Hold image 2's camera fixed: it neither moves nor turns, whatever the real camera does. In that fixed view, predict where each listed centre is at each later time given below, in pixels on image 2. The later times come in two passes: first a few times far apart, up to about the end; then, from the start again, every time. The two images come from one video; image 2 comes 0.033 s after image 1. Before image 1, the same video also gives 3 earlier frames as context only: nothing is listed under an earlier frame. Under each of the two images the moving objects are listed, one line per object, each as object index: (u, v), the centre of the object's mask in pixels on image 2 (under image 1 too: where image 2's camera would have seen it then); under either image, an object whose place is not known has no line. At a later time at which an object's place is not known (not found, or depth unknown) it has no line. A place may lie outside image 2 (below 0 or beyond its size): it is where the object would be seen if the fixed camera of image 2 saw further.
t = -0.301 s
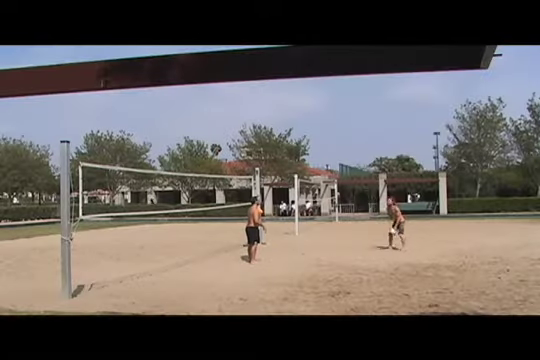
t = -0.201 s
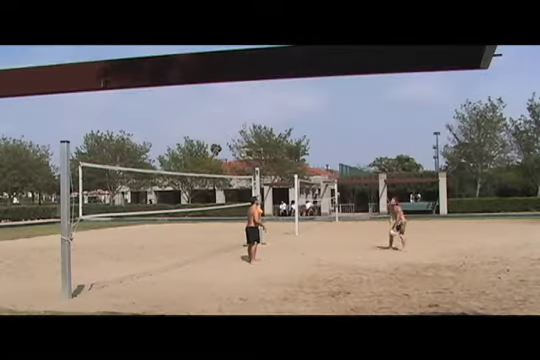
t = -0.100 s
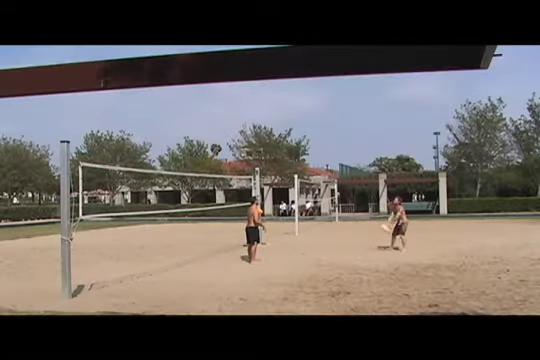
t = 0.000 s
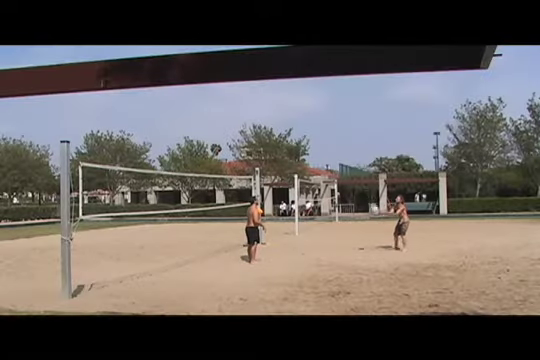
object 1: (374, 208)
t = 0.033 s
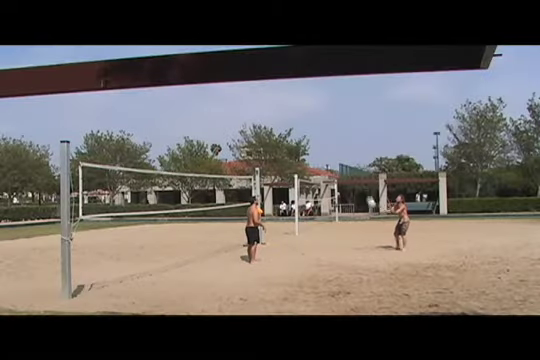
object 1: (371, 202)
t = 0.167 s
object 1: (357, 178)
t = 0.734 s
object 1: (300, 144)
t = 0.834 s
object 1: (289, 149)
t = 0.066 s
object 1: (367, 196)
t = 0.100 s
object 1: (364, 190)
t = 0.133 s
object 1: (361, 184)
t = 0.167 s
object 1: (357, 178)
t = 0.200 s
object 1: (354, 173)
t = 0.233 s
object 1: (350, 168)
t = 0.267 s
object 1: (347, 164)
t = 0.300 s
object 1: (343, 161)
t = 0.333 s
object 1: (340, 157)
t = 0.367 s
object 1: (336, 154)
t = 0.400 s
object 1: (333, 151)
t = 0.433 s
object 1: (330, 149)
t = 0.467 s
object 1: (326, 147)
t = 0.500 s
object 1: (323, 145)
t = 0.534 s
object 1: (320, 144)
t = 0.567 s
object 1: (316, 143)
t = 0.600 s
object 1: (313, 142)
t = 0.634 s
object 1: (310, 142)
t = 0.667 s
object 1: (306, 142)
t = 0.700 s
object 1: (303, 142)
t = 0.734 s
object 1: (300, 144)
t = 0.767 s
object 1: (296, 145)
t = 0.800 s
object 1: (292, 147)
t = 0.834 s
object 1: (289, 149)
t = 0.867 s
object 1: (286, 151)
